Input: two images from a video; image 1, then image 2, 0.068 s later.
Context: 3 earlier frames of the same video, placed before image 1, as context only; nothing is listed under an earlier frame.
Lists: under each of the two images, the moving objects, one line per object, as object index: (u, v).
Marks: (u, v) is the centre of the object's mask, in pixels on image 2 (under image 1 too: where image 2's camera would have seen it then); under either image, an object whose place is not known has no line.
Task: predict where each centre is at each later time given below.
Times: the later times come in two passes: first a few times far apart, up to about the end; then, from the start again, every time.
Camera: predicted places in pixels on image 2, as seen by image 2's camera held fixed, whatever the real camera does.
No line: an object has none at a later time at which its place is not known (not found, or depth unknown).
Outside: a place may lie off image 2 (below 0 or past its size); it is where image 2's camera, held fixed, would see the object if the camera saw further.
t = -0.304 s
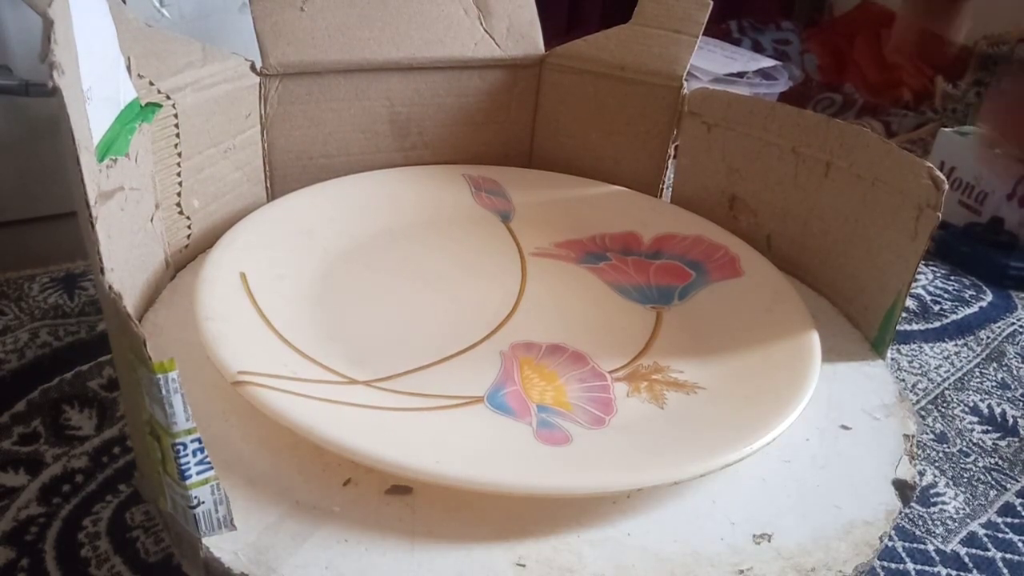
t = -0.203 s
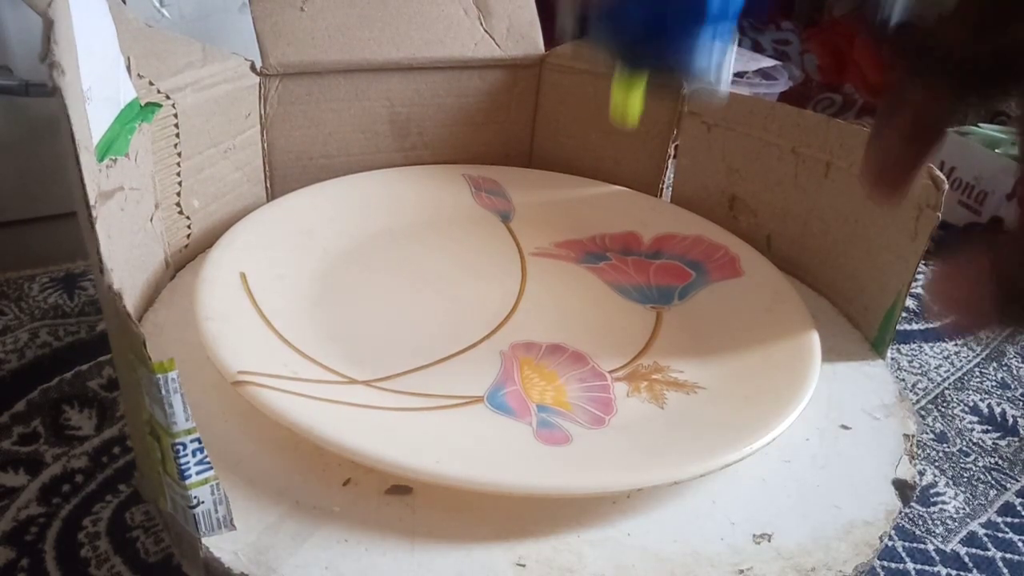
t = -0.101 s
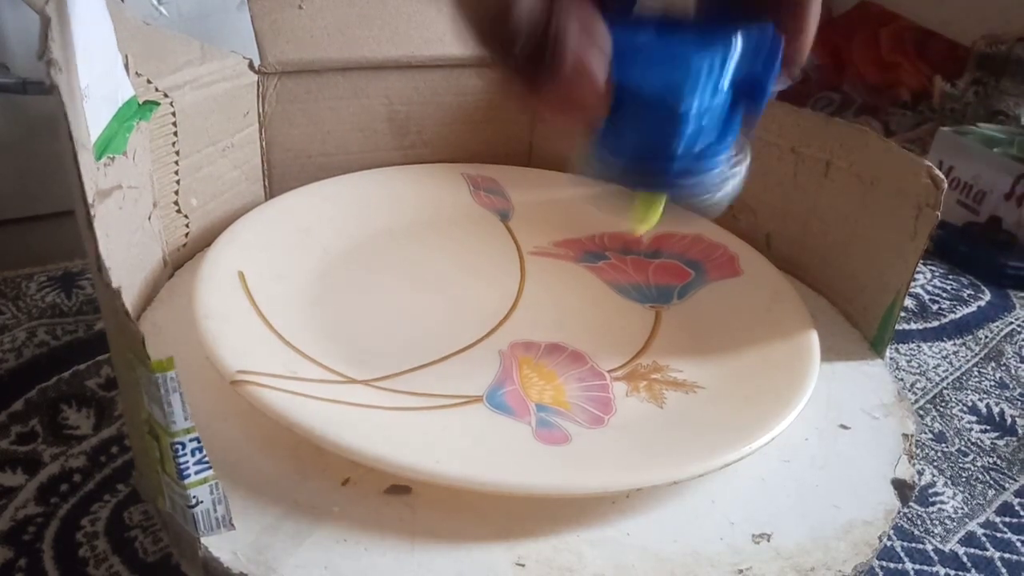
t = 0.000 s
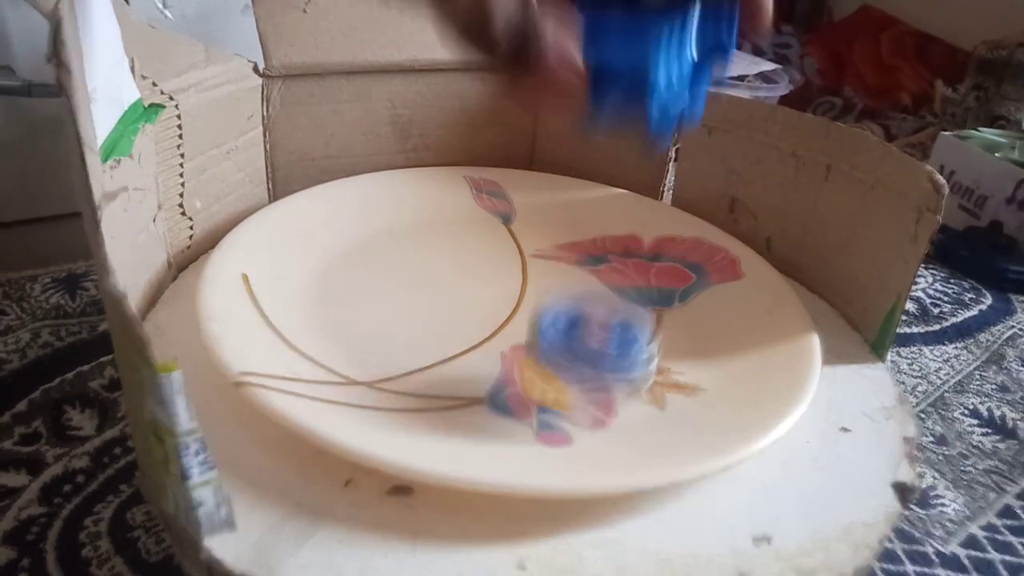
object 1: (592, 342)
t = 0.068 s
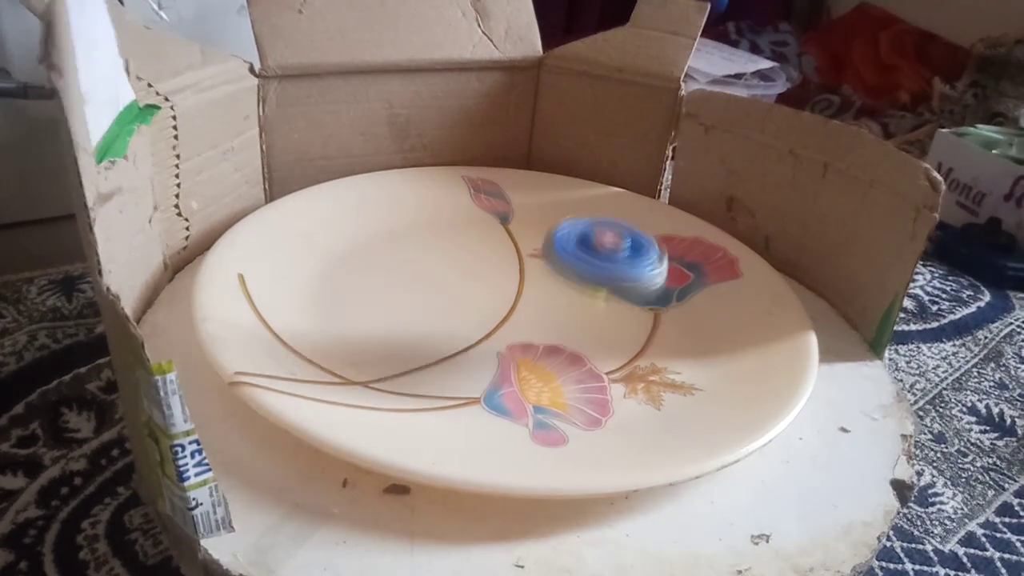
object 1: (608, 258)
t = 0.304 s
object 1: (651, 224)
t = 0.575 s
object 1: (440, 158)
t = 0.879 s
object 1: (422, 369)
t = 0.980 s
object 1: (643, 407)
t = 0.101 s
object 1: (606, 252)
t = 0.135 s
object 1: (604, 266)
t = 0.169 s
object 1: (613, 266)
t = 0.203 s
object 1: (624, 260)
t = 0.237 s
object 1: (634, 249)
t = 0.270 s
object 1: (642, 237)
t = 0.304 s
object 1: (651, 224)
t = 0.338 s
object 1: (646, 207)
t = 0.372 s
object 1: (634, 191)
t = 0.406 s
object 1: (614, 178)
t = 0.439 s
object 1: (587, 168)
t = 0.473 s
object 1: (557, 159)
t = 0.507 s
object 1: (520, 151)
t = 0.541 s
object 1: (480, 148)
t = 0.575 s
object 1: (440, 158)
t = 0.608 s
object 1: (400, 177)
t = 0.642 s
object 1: (370, 195)
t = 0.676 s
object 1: (350, 219)
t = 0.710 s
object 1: (337, 242)
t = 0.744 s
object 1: (330, 265)
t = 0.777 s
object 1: (329, 290)
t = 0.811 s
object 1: (342, 317)
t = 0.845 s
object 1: (372, 343)
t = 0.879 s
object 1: (422, 369)
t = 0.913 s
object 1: (485, 390)
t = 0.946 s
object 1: (557, 401)
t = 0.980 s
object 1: (643, 407)
